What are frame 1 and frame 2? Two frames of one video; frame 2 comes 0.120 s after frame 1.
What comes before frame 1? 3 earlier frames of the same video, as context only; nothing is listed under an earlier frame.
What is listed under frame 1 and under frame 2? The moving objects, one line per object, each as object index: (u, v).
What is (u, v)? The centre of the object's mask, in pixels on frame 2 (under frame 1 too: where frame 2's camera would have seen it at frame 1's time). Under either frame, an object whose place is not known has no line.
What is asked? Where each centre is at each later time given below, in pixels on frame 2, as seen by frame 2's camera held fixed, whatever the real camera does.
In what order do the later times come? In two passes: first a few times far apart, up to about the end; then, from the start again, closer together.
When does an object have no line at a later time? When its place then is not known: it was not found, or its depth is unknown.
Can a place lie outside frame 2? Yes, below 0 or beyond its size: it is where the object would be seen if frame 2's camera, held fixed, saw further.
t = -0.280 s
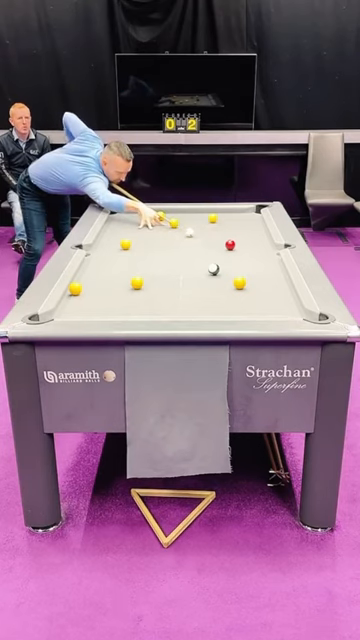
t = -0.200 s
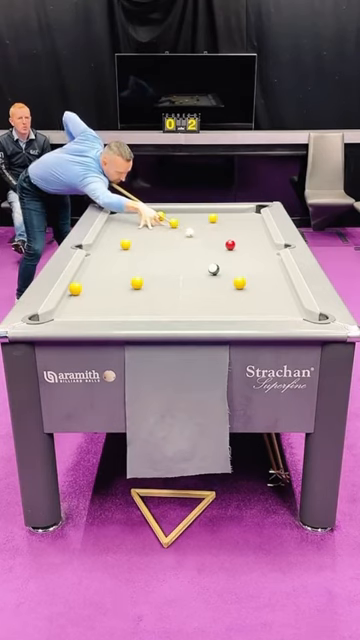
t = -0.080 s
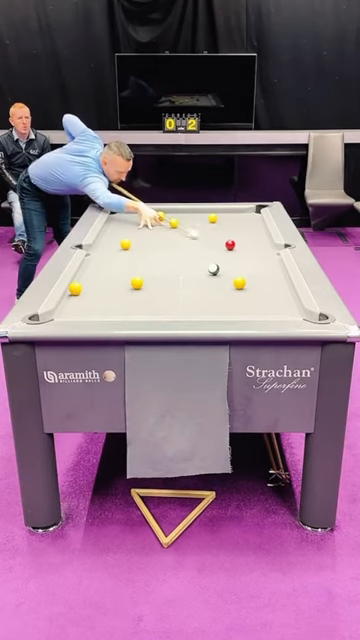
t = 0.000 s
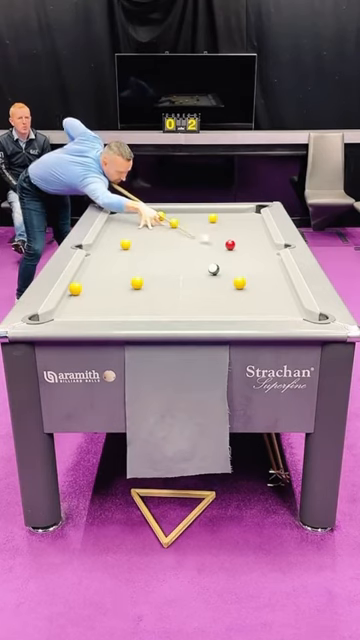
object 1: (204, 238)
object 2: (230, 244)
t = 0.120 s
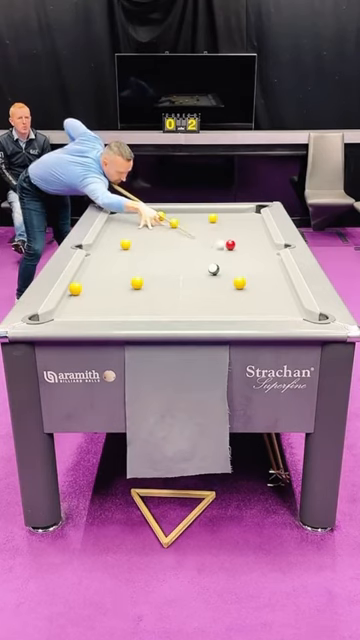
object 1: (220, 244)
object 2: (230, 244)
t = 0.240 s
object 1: (216, 246)
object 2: (242, 246)
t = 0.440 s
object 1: (209, 250)
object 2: (260, 248)
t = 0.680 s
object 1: (202, 254)
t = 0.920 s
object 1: (194, 259)
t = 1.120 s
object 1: (188, 263)
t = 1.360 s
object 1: (181, 267)
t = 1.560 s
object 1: (175, 270)
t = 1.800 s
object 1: (168, 273)
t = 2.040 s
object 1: (164, 277)
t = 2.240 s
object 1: (159, 280)
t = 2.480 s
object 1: (154, 282)
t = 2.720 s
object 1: (149, 284)
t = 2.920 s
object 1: (148, 286)
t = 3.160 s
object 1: (143, 288)
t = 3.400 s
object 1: (141, 289)
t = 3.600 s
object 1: (140, 290)
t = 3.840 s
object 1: (138, 290)
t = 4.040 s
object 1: (138, 291)
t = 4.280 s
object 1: (138, 291)
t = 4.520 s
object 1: (138, 290)
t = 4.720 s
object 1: (138, 290)
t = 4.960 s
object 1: (138, 291)
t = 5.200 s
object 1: (138, 290)
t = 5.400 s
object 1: (138, 290)
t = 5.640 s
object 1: (138, 290)
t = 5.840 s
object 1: (138, 290)
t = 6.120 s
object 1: (138, 290)
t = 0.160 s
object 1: (218, 245)
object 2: (235, 245)
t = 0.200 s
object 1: (217, 246)
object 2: (239, 245)
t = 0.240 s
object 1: (216, 246)
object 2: (242, 246)
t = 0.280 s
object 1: (215, 247)
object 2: (246, 246)
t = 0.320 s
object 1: (214, 248)
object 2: (250, 247)
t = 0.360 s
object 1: (212, 249)
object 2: (253, 247)
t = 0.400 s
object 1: (212, 249)
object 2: (257, 247)
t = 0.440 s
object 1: (209, 250)
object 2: (260, 248)
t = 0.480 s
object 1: (209, 251)
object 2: (264, 248)
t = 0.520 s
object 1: (207, 251)
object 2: (268, 248)
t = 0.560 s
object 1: (207, 252)
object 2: (271, 249)
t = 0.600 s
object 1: (205, 253)
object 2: (275, 249)
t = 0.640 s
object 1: (203, 254)
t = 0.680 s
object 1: (202, 254)
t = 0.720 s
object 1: (200, 256)
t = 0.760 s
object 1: (199, 257)
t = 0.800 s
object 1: (198, 257)
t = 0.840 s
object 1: (197, 257)
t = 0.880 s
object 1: (197, 258)
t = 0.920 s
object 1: (194, 259)
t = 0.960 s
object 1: (194, 260)
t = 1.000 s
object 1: (191, 260)
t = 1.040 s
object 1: (190, 261)
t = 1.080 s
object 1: (189, 262)
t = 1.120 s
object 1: (188, 263)
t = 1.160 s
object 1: (186, 264)
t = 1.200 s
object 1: (186, 264)
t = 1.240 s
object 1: (185, 264)
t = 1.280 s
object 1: (183, 265)
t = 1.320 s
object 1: (181, 266)
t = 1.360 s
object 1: (181, 267)
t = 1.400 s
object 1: (180, 267)
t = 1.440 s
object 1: (178, 268)
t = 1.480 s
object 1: (177, 268)
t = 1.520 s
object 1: (176, 269)
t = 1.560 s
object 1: (175, 270)
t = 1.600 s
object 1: (174, 270)
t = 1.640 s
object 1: (173, 270)
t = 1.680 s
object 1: (172, 271)
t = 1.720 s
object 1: (171, 272)
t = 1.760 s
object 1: (170, 273)
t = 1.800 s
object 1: (168, 273)
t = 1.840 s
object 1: (168, 274)
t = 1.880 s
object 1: (166, 275)
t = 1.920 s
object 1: (165, 275)
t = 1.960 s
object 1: (165, 276)
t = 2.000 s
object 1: (164, 276)
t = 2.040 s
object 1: (164, 277)
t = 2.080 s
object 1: (162, 277)
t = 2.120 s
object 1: (161, 278)
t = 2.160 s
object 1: (161, 278)
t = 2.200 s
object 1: (159, 279)
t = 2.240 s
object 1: (159, 280)
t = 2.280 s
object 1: (158, 280)
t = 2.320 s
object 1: (157, 281)
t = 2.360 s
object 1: (156, 281)
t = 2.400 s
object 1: (155, 281)
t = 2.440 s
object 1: (155, 281)
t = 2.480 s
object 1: (154, 282)
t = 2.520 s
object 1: (153, 283)
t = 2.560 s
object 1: (153, 284)
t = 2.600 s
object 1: (152, 284)
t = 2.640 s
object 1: (151, 284)
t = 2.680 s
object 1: (150, 285)
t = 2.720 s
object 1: (149, 284)
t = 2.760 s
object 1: (149, 285)
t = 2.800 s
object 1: (149, 285)
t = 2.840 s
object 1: (148, 285)
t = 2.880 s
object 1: (148, 285)
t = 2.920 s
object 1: (148, 286)
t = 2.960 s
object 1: (146, 287)
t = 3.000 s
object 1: (146, 287)
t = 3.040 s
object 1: (145, 287)
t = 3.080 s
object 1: (144, 288)
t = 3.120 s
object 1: (144, 287)
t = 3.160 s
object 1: (143, 288)
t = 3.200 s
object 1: (143, 288)
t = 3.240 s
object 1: (143, 288)
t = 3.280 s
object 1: (143, 288)
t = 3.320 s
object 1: (142, 288)
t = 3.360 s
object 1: (141, 289)
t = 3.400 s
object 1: (141, 289)
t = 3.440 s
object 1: (141, 289)
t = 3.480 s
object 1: (140, 289)
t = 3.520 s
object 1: (140, 289)
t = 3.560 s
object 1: (140, 289)
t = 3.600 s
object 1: (140, 290)
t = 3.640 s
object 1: (139, 290)
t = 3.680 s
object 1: (139, 290)
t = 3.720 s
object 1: (139, 290)
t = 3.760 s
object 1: (139, 290)
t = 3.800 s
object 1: (139, 290)
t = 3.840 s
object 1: (138, 290)
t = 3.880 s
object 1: (138, 290)
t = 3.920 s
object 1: (138, 291)
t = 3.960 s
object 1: (138, 291)
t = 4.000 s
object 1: (138, 291)
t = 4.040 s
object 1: (138, 291)
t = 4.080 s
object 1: (138, 291)
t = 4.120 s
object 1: (138, 291)
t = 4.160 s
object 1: (138, 291)
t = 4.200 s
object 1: (138, 291)
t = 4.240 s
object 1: (138, 291)
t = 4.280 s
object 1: (138, 291)
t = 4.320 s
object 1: (138, 291)
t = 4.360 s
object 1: (138, 290)
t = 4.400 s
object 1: (138, 290)
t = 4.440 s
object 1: (138, 290)
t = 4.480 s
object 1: (138, 291)
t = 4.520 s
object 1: (138, 290)
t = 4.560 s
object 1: (138, 290)
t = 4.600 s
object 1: (138, 290)
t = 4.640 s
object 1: (138, 290)
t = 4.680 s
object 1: (138, 290)
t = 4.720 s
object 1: (138, 290)
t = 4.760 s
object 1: (138, 290)
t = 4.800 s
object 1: (138, 290)
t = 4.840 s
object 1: (138, 290)
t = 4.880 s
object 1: (138, 290)
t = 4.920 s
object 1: (138, 291)
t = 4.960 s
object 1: (138, 291)
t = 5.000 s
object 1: (138, 290)
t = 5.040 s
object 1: (138, 290)
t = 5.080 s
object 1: (138, 290)
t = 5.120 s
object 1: (138, 290)
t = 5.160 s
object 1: (138, 291)
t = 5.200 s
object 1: (138, 290)
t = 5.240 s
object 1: (138, 290)
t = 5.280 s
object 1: (138, 290)
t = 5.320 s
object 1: (138, 290)
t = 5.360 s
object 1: (138, 290)
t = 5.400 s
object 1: (138, 290)
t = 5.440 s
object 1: (138, 290)
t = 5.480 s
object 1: (138, 290)
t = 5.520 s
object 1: (138, 290)
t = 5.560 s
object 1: (138, 290)
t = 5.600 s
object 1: (138, 290)
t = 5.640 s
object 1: (138, 290)
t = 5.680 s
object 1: (138, 290)
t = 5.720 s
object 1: (138, 290)
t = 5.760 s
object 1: (138, 290)
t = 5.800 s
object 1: (138, 290)
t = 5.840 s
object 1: (138, 290)
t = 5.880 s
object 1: (138, 290)
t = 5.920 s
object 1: (138, 290)
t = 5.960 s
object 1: (138, 290)
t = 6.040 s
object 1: (138, 290)
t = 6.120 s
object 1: (138, 290)
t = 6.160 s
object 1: (138, 290)
